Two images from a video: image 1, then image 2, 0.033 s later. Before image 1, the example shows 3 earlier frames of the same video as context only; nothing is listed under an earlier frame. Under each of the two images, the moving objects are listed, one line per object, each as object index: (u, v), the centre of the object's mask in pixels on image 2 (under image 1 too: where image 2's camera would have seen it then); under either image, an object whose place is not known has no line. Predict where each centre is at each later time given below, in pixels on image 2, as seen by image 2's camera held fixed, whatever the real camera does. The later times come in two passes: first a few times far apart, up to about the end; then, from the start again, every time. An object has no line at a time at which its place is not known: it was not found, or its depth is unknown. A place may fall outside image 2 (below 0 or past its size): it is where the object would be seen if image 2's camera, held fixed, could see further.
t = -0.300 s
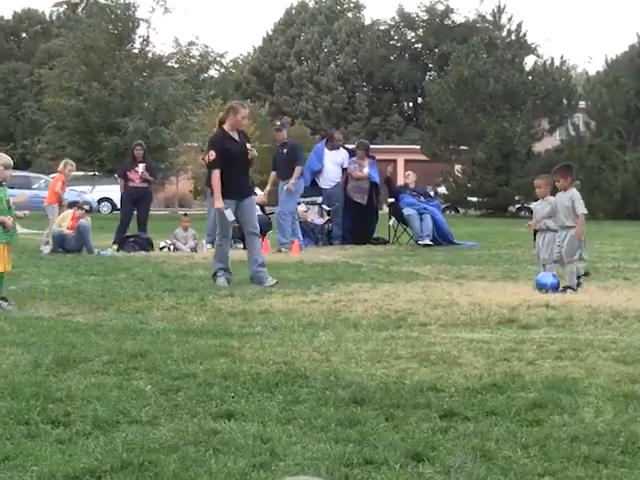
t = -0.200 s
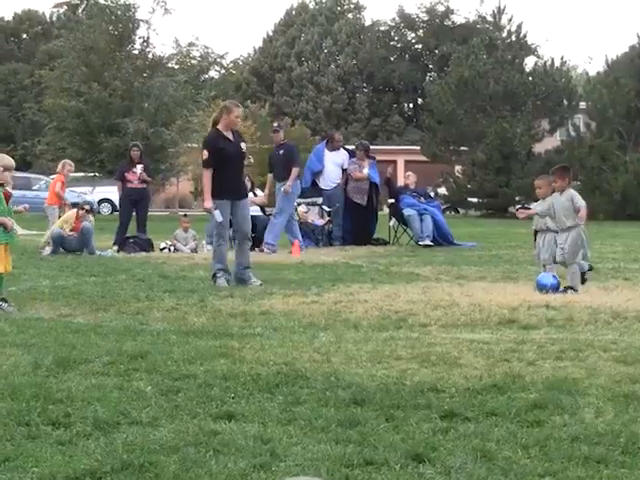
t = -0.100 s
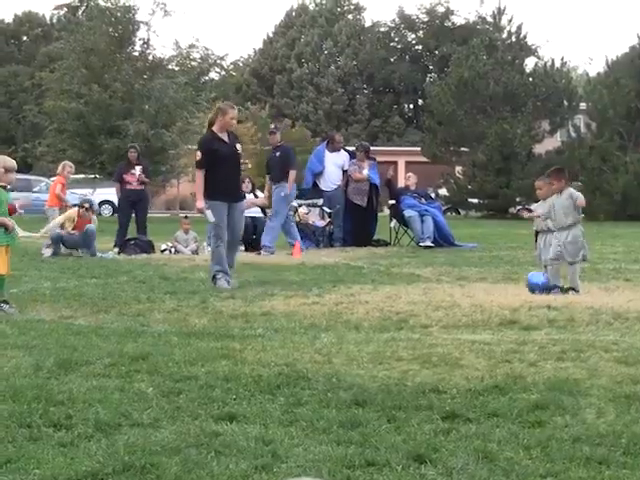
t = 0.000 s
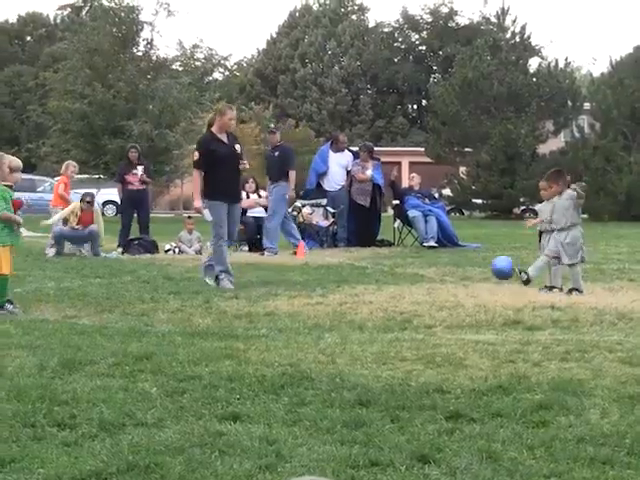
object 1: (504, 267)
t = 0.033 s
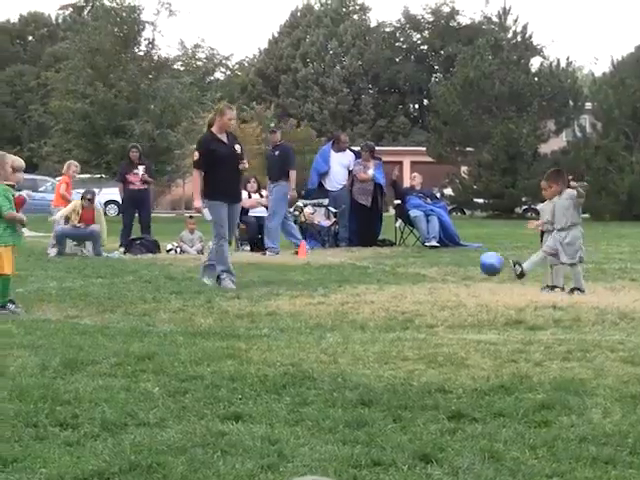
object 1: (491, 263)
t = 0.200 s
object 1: (426, 265)
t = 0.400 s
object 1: (364, 276)
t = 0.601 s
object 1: (330, 281)
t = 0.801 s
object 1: (296, 281)
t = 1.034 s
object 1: (259, 280)
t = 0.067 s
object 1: (478, 261)
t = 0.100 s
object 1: (465, 260)
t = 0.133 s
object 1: (452, 260)
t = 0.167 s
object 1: (439, 262)
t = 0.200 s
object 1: (426, 265)
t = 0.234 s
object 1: (413, 269)
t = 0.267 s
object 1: (401, 275)
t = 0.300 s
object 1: (387, 281)
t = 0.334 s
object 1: (377, 283)
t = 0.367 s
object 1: (370, 280)
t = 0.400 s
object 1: (364, 276)
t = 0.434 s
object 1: (359, 274)
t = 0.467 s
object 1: (353, 274)
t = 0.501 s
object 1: (348, 274)
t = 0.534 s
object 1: (342, 275)
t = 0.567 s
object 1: (335, 278)
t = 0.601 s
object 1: (330, 281)
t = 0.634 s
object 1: (323, 281)
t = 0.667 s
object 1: (318, 279)
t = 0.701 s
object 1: (313, 278)
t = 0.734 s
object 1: (307, 279)
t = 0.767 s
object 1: (301, 280)
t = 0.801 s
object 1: (296, 281)
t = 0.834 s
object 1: (291, 281)
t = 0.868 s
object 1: (285, 281)
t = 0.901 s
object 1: (279, 281)
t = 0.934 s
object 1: (275, 281)
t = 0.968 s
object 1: (270, 281)
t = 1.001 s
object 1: (263, 280)
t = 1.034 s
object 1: (259, 280)
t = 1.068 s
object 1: (254, 280)
